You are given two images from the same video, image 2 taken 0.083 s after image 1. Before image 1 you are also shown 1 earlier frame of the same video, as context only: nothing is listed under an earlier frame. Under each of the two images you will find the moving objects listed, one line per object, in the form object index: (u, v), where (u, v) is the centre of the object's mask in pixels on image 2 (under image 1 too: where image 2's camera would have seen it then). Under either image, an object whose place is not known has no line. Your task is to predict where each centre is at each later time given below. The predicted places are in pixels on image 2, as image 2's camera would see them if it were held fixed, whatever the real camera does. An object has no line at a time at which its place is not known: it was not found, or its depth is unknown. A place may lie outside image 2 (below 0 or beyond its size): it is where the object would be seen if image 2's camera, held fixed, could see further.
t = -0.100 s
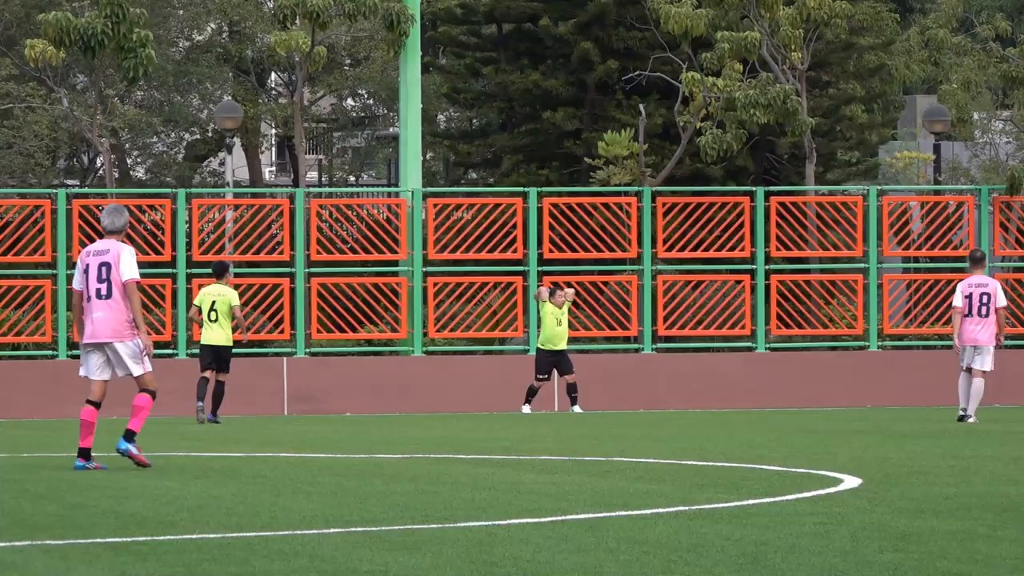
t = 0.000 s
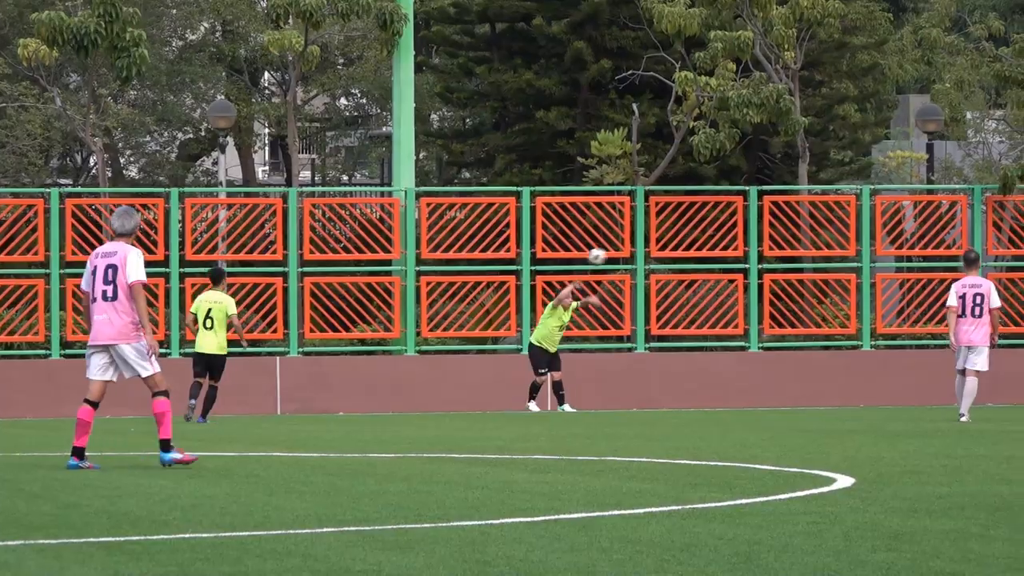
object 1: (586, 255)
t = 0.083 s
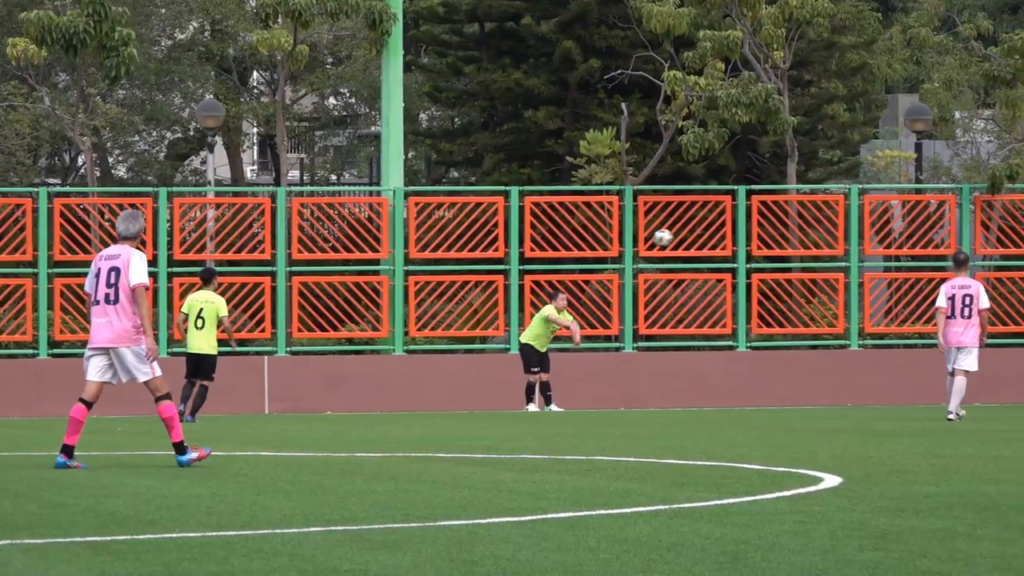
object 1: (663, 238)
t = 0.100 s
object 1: (678, 235)
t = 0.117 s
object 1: (693, 232)
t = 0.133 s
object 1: (710, 229)
